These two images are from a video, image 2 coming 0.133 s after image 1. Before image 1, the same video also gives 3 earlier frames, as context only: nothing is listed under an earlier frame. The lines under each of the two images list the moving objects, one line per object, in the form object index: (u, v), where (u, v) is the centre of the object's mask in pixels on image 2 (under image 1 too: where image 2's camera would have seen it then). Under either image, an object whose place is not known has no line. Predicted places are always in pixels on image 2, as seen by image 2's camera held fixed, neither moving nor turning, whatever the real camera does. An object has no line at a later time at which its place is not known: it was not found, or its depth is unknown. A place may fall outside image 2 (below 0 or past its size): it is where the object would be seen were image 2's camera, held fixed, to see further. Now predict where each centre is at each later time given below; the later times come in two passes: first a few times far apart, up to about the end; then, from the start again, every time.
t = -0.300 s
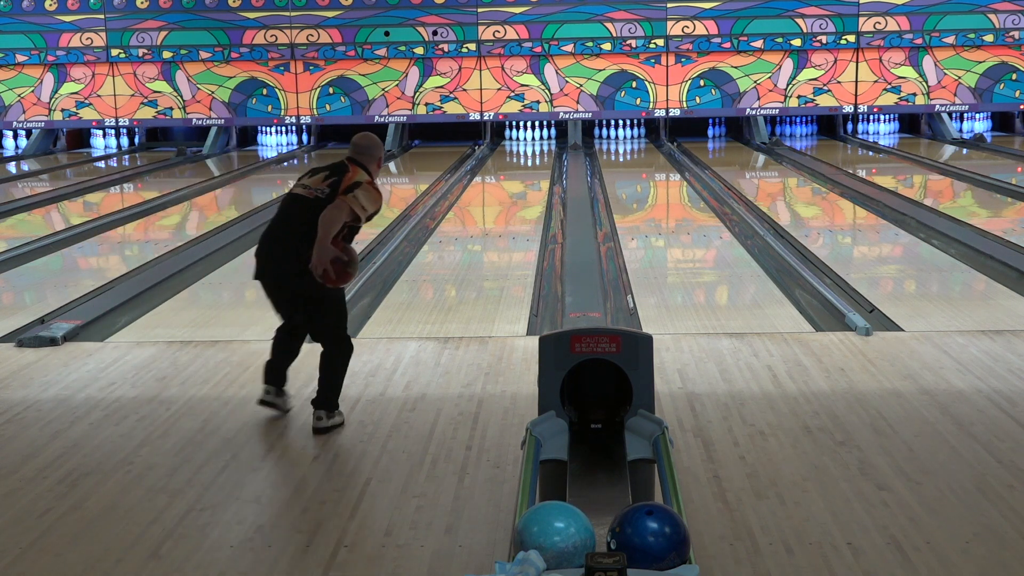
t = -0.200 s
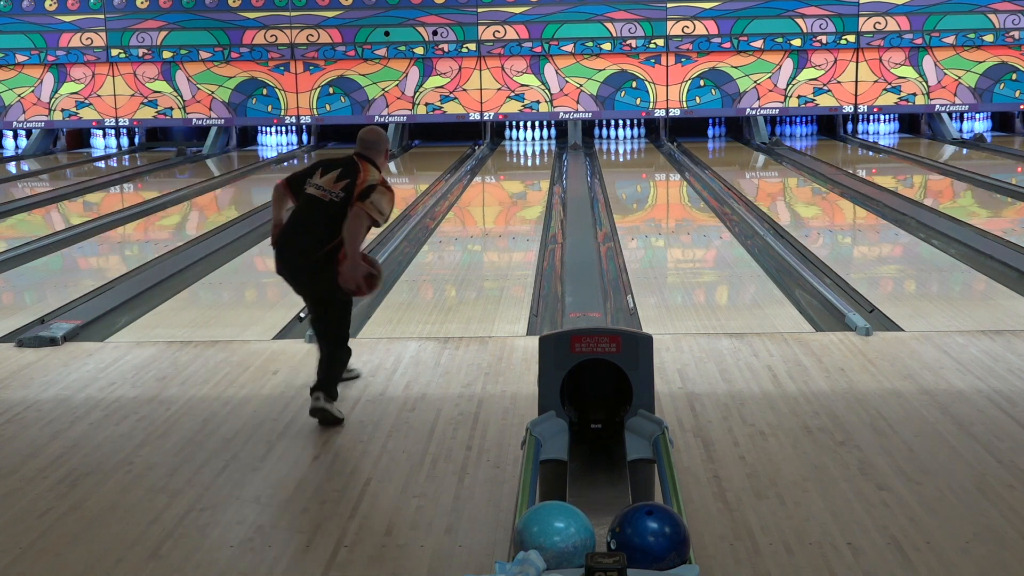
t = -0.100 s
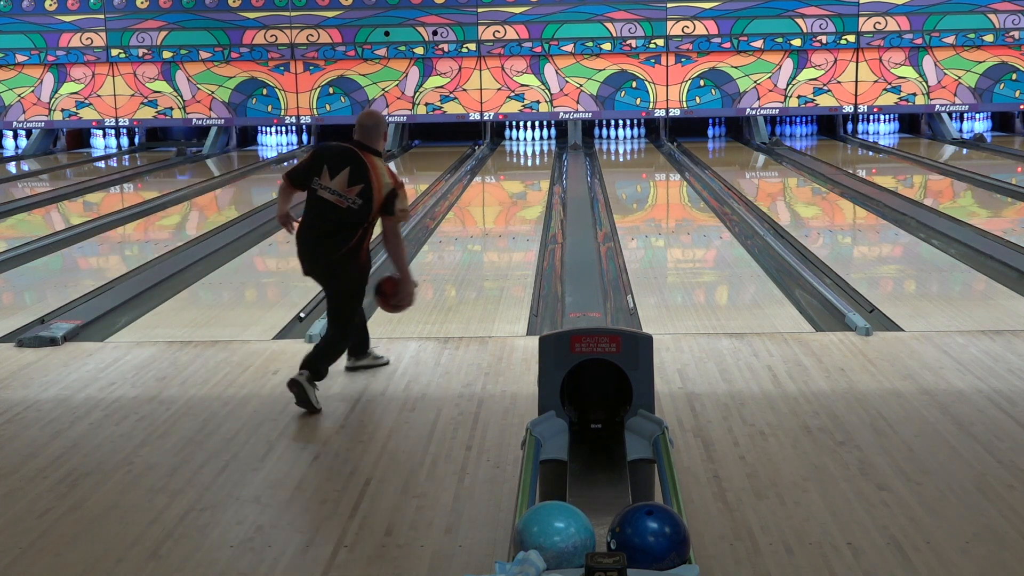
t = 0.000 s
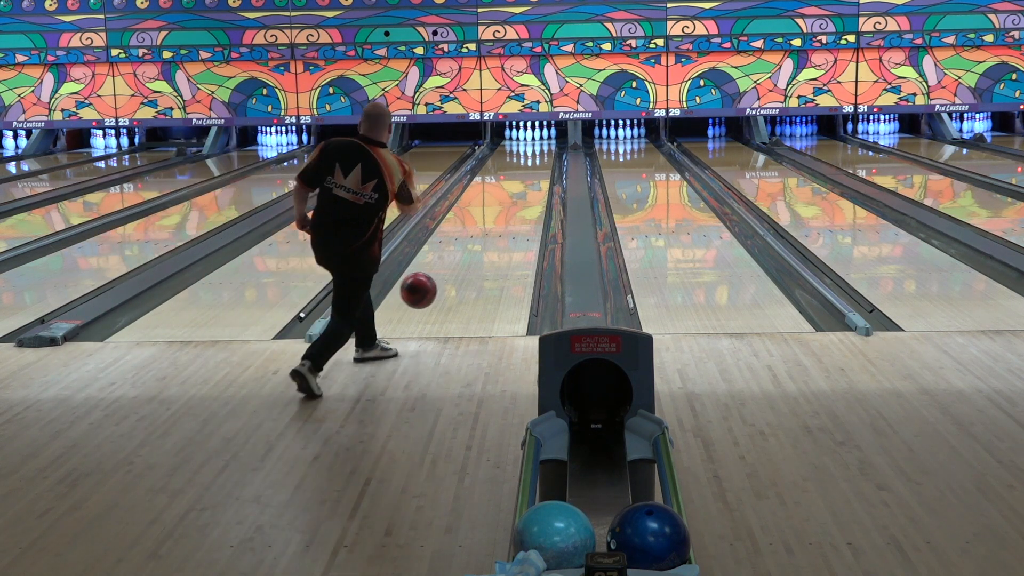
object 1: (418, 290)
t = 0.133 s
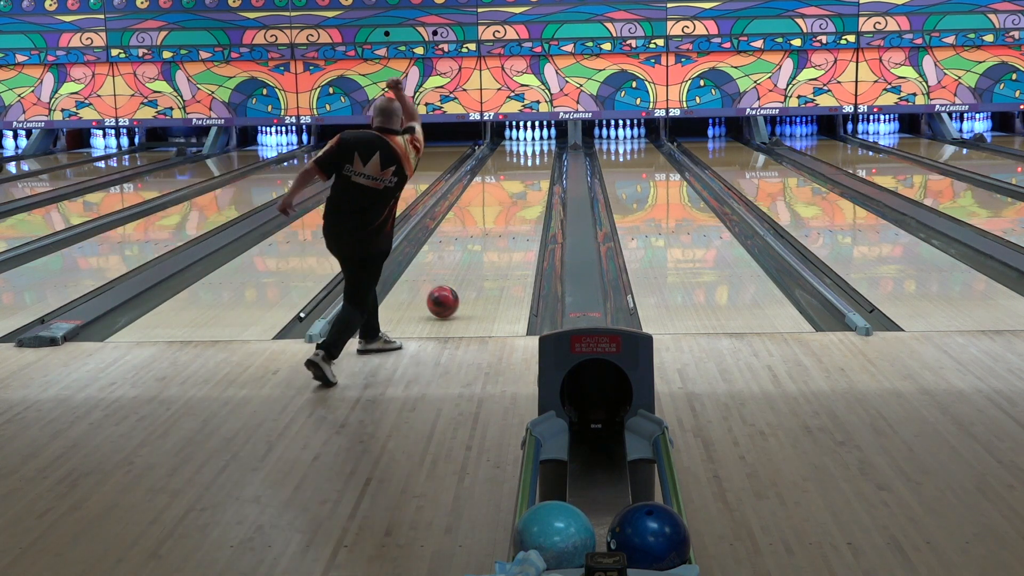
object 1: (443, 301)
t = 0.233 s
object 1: (456, 281)
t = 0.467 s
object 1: (479, 247)
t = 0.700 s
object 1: (496, 221)
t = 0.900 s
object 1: (507, 204)
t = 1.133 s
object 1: (517, 188)
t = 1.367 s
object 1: (524, 175)
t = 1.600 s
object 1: (530, 164)
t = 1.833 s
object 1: (534, 156)
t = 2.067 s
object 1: (536, 148)
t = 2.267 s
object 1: (537, 143)
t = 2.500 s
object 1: (535, 137)
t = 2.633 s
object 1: (538, 135)
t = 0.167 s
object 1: (447, 294)
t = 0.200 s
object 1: (452, 286)
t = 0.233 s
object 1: (456, 281)
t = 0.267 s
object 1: (460, 277)
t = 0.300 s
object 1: (463, 271)
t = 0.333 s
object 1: (467, 266)
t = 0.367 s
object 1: (470, 261)
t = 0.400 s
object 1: (473, 256)
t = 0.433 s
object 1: (476, 251)
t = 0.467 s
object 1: (479, 247)
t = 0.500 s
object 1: (482, 242)
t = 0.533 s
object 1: (485, 238)
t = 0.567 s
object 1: (487, 235)
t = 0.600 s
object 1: (489, 231)
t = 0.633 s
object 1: (492, 227)
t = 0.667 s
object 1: (494, 224)
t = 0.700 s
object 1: (496, 221)
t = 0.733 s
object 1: (498, 217)
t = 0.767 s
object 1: (500, 214)
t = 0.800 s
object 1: (502, 212)
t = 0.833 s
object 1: (504, 209)
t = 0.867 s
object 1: (505, 206)
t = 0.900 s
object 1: (507, 204)
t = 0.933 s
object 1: (509, 201)
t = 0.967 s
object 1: (510, 199)
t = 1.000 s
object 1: (512, 196)
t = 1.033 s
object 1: (513, 194)
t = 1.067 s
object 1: (514, 192)
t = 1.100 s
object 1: (515, 190)
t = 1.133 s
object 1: (517, 188)
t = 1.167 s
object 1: (518, 185)
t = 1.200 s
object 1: (519, 183)
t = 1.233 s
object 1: (520, 182)
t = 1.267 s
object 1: (521, 180)
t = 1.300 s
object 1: (522, 178)
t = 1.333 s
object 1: (523, 176)
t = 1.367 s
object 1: (524, 175)
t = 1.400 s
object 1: (525, 173)
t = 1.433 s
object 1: (526, 171)
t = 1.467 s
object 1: (527, 170)
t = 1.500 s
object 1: (528, 168)
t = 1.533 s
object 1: (528, 167)
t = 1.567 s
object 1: (529, 165)
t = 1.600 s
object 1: (530, 164)
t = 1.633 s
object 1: (531, 163)
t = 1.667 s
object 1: (531, 161)
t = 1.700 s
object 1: (532, 160)
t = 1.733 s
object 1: (533, 159)
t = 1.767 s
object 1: (533, 158)
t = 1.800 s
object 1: (534, 157)
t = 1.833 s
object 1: (534, 156)
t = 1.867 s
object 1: (535, 154)
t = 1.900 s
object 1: (535, 153)
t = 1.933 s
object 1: (536, 152)
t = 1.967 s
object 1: (536, 151)
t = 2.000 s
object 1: (536, 150)
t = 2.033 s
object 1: (536, 149)
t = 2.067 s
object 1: (536, 148)
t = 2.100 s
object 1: (536, 147)
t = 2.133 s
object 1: (536, 146)
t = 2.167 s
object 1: (537, 146)
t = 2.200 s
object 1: (537, 145)
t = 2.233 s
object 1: (537, 144)
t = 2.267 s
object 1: (537, 143)
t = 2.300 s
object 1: (536, 142)
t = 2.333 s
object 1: (536, 141)
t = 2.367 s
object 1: (536, 140)
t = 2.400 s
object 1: (536, 139)
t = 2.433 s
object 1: (535, 139)
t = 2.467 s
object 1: (535, 138)
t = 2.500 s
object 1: (535, 137)
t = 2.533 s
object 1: (535, 136)
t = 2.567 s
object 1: (537, 136)
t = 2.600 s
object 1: (537, 135)
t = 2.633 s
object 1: (538, 135)
